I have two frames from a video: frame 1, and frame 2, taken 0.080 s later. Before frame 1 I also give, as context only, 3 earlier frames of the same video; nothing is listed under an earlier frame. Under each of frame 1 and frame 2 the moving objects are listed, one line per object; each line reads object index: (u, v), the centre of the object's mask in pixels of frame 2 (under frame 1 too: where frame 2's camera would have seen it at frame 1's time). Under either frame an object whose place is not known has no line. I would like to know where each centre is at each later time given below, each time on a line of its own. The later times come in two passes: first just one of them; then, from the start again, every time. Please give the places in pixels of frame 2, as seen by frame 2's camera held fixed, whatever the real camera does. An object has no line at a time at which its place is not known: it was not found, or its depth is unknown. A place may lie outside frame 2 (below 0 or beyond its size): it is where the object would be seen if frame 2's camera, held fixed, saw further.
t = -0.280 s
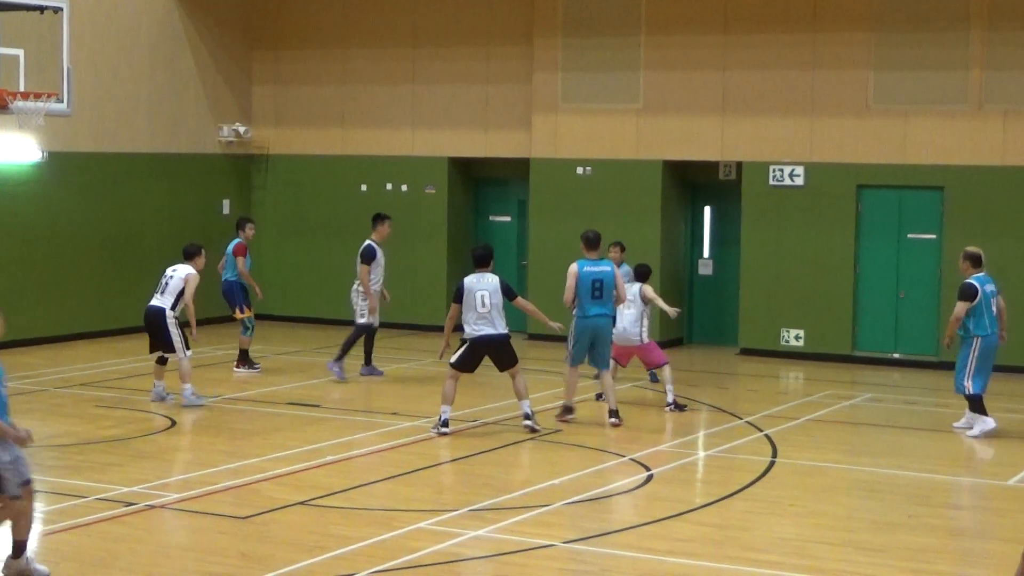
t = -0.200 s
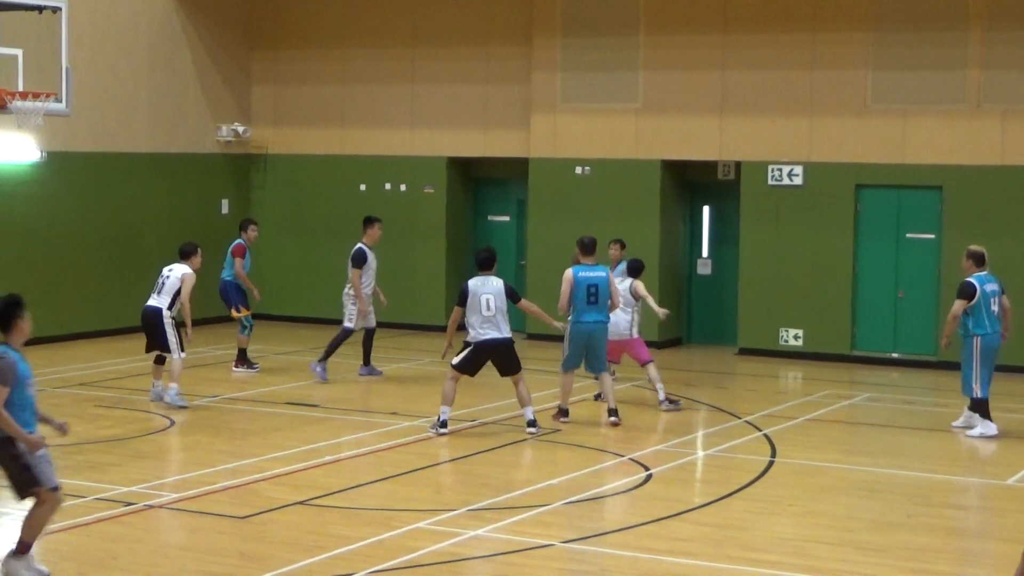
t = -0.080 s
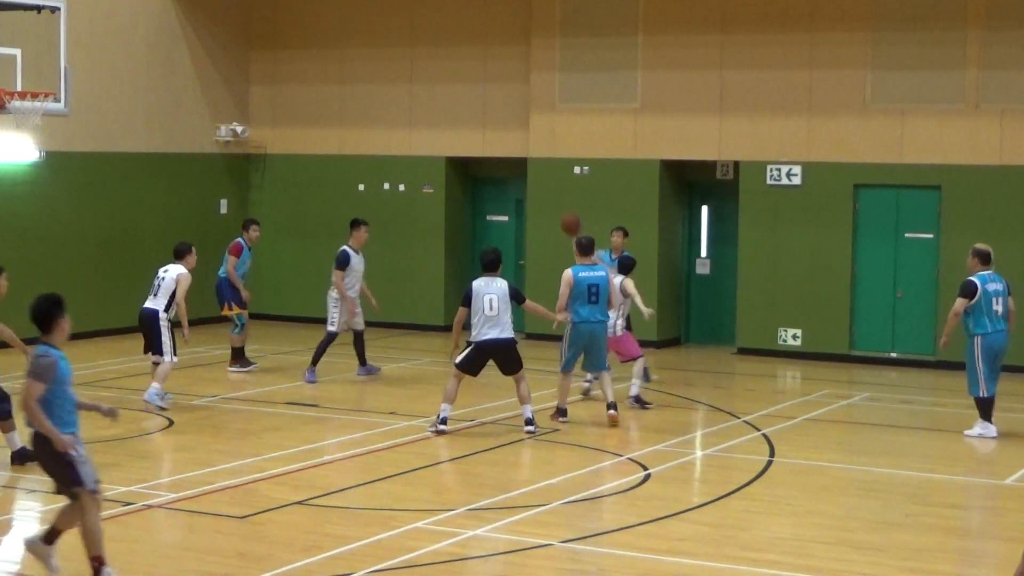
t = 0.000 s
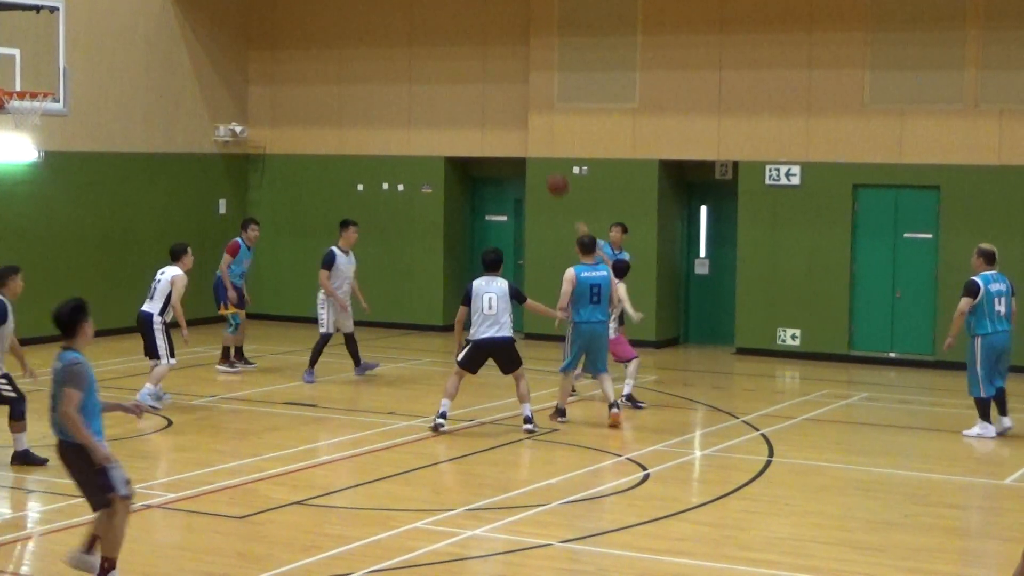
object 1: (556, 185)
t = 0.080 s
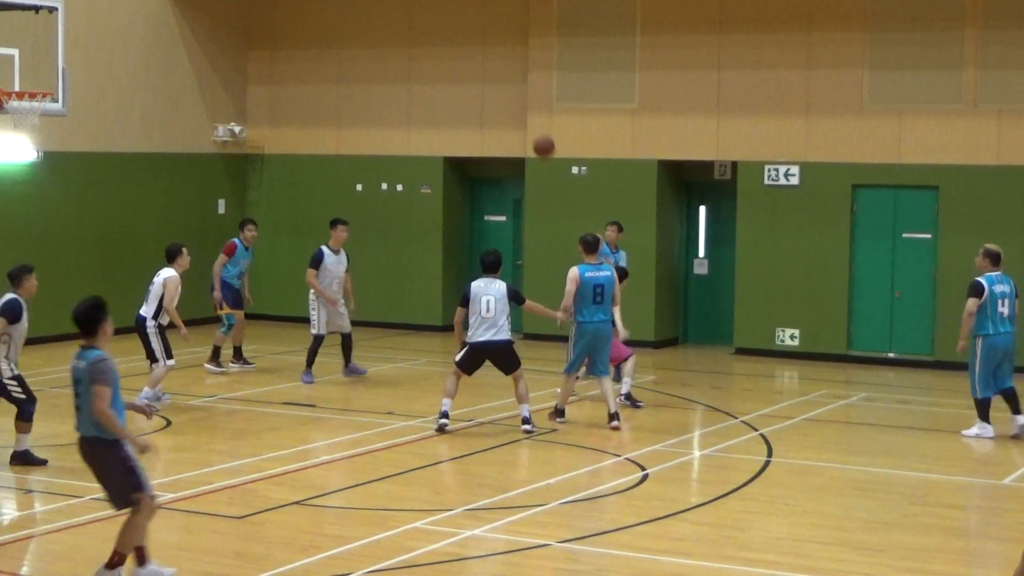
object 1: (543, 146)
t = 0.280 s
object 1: (508, 69)
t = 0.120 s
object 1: (537, 129)
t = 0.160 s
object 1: (528, 112)
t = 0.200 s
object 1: (522, 97)
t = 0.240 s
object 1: (515, 83)
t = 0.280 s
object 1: (508, 69)
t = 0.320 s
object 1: (501, 57)
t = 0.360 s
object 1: (492, 45)
